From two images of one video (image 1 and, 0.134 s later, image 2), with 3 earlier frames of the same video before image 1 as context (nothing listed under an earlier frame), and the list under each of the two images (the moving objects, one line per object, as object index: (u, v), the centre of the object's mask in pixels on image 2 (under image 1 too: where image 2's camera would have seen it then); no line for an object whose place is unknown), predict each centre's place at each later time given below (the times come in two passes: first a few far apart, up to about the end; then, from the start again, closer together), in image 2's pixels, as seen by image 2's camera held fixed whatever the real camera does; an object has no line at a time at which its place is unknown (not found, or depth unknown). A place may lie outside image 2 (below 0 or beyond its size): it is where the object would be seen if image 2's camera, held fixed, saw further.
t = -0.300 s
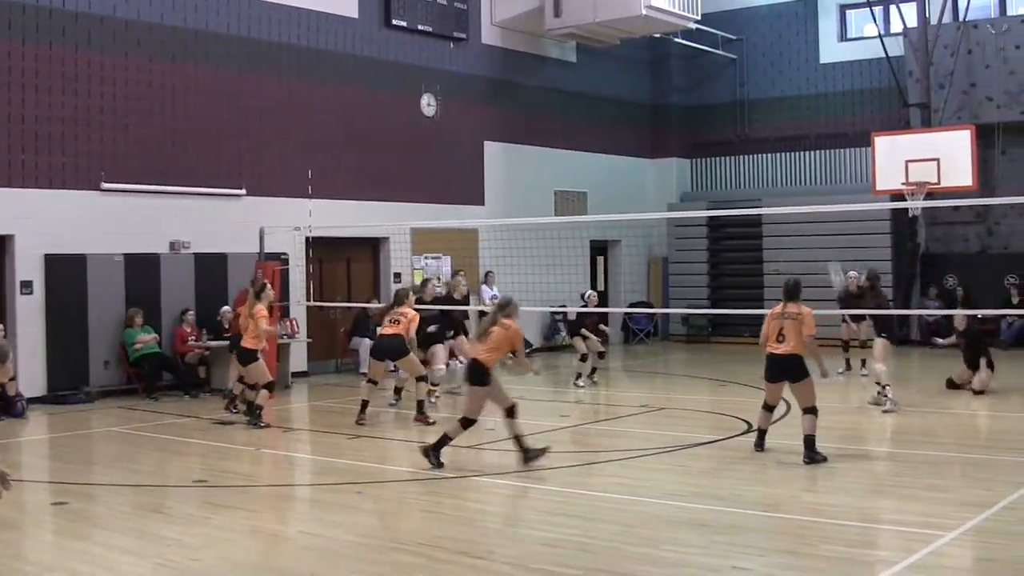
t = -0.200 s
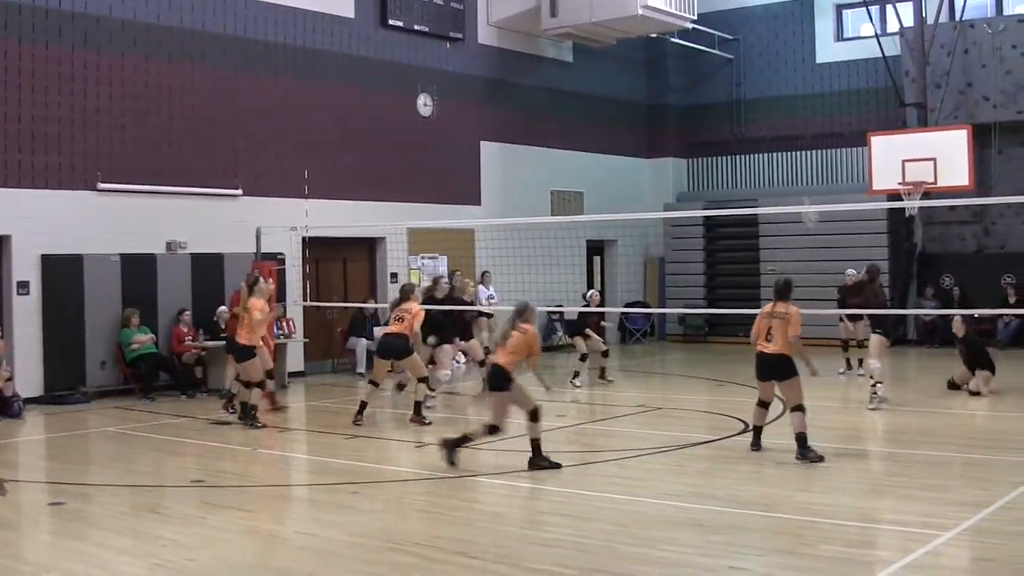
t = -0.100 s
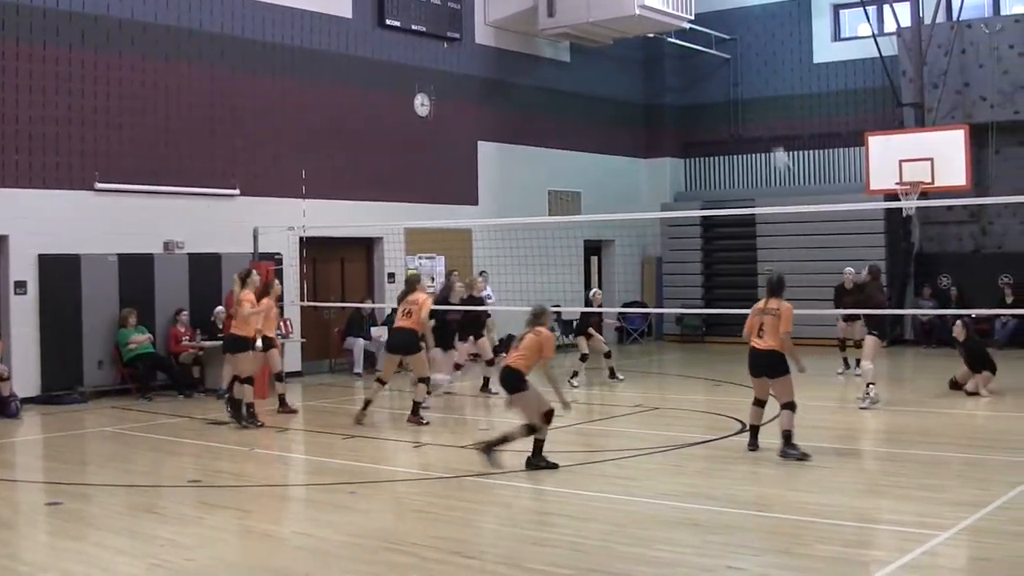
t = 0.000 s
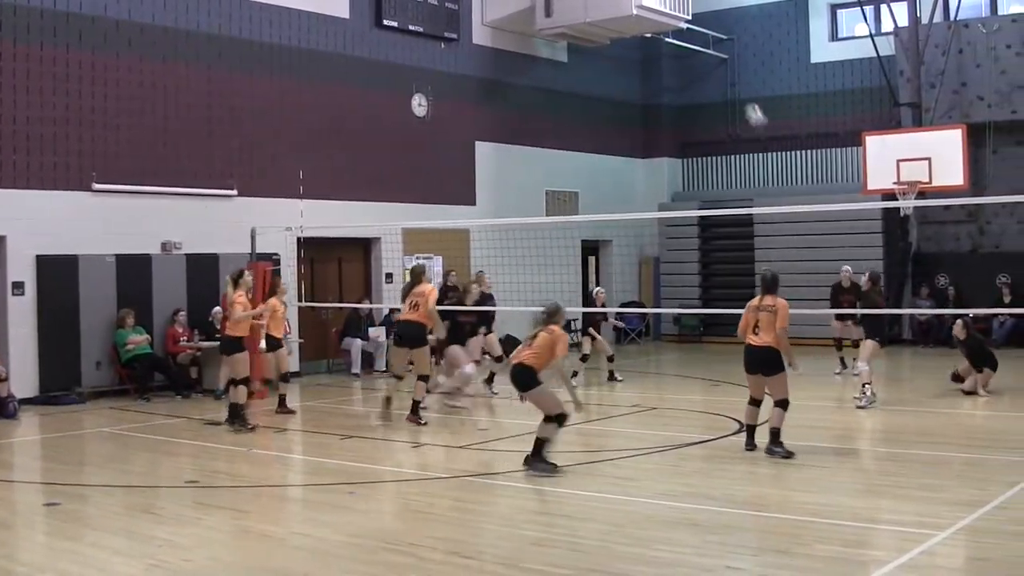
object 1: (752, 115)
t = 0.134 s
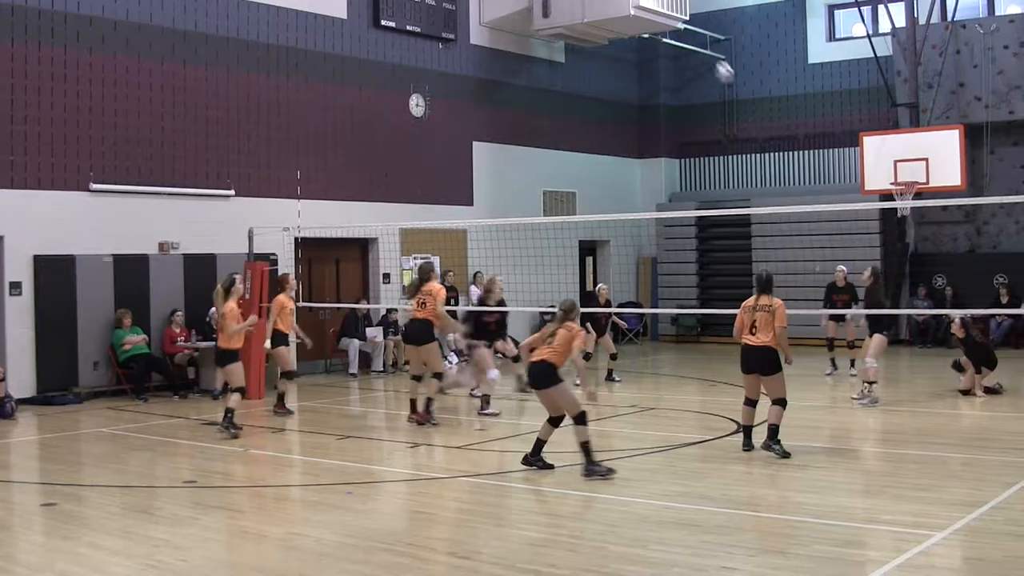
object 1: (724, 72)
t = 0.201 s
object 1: (710, 55)
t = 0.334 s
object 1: (684, 33)
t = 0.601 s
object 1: (633, 29)
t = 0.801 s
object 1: (598, 62)
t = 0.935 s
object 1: (576, 98)
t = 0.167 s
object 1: (718, 63)
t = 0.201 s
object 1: (710, 55)
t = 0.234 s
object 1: (703, 48)
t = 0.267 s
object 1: (697, 41)
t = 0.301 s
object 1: (690, 37)
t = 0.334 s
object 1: (684, 33)
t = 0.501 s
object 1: (652, 23)
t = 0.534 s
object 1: (646, 24)
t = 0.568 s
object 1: (640, 26)
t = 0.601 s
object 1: (633, 29)
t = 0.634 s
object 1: (628, 33)
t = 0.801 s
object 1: (598, 62)
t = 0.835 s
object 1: (592, 70)
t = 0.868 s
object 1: (587, 78)
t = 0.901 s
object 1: (581, 88)
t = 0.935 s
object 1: (576, 98)
